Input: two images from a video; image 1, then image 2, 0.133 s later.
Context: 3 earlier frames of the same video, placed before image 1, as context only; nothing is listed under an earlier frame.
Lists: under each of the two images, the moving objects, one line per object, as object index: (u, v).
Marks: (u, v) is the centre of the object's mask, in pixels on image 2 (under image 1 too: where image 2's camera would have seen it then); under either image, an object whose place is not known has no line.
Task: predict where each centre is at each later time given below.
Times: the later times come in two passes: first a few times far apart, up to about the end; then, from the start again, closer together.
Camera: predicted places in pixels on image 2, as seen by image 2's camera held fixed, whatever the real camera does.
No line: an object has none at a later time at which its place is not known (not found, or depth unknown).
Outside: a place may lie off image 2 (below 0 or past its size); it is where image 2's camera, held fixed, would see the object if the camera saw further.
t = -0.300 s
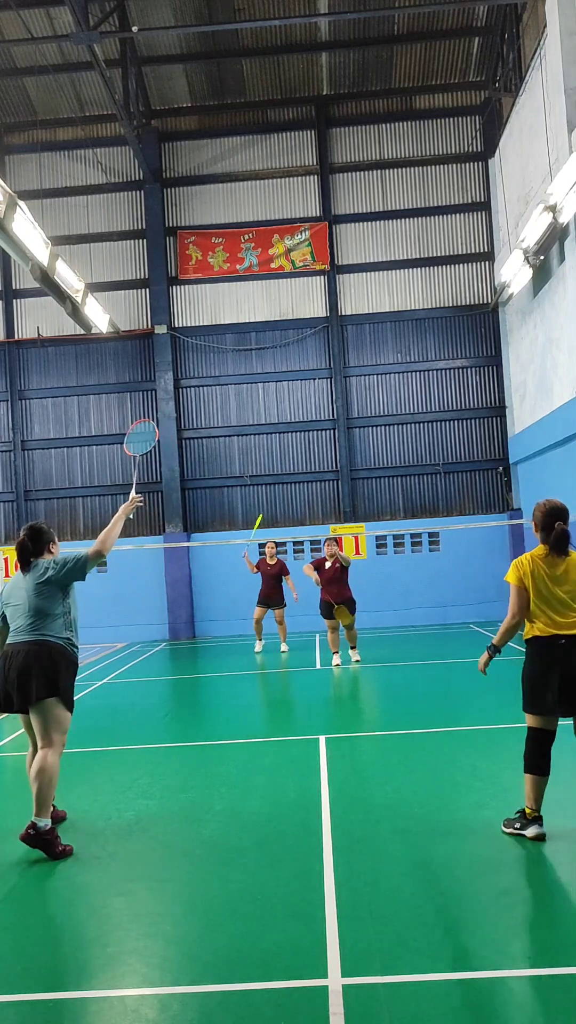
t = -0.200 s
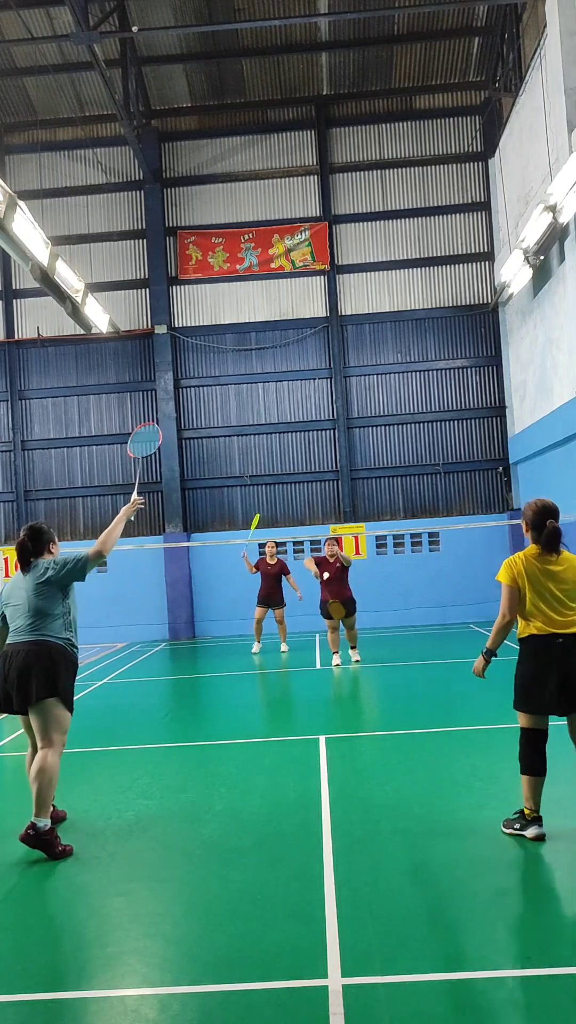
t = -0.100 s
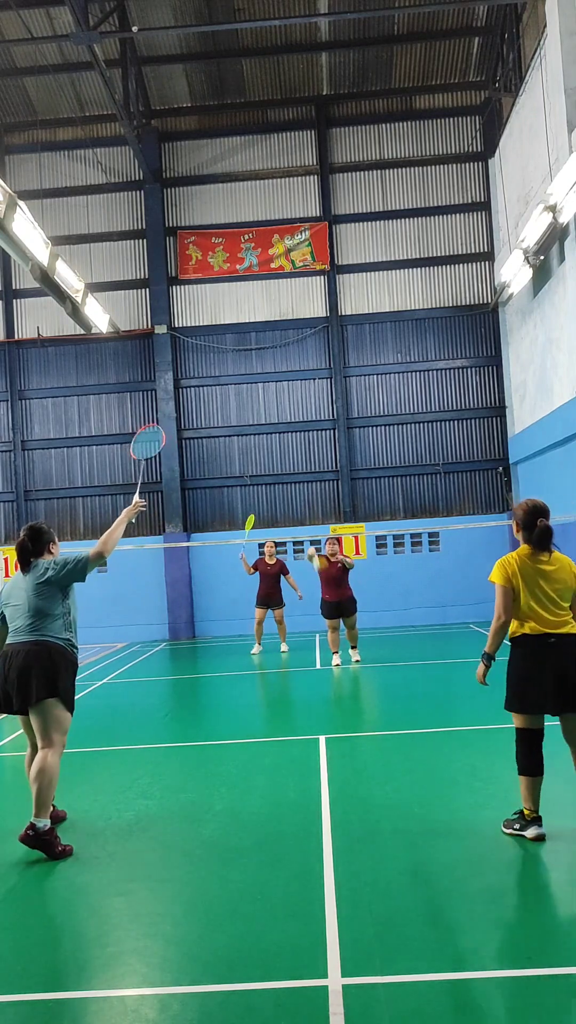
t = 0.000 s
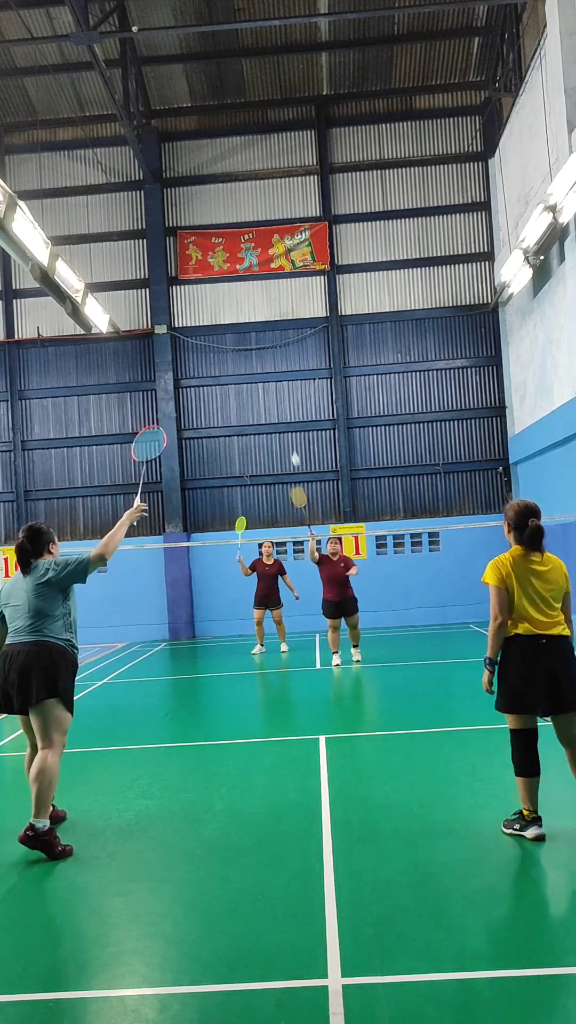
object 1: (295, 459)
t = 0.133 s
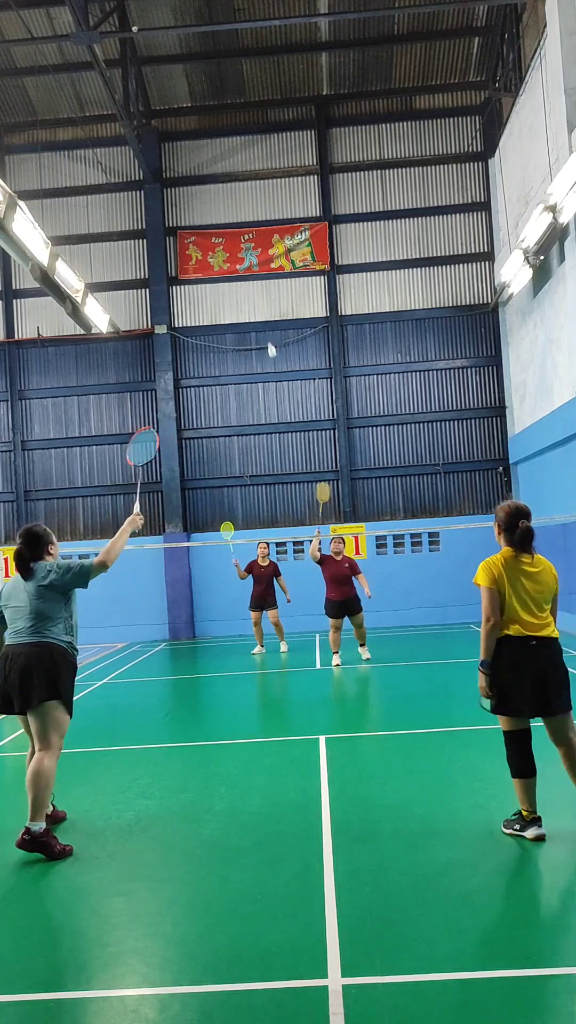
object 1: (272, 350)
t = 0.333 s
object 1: (236, 233)
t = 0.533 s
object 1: (202, 166)
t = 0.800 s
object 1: (151, 163)
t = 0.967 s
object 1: (116, 227)
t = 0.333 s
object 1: (236, 233)
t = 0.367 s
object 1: (230, 219)
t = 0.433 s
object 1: (219, 194)
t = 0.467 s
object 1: (213, 183)
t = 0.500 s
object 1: (208, 174)
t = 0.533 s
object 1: (202, 166)
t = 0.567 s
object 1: (196, 160)
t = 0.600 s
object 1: (190, 155)
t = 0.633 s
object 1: (184, 151)
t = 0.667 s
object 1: (177, 150)
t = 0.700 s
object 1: (171, 151)
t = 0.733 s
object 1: (164, 153)
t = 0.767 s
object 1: (157, 157)
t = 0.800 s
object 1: (151, 163)
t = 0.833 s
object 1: (144, 172)
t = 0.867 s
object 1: (136, 181)
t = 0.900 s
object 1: (129, 194)
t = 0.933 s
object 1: (123, 209)
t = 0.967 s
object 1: (116, 227)
